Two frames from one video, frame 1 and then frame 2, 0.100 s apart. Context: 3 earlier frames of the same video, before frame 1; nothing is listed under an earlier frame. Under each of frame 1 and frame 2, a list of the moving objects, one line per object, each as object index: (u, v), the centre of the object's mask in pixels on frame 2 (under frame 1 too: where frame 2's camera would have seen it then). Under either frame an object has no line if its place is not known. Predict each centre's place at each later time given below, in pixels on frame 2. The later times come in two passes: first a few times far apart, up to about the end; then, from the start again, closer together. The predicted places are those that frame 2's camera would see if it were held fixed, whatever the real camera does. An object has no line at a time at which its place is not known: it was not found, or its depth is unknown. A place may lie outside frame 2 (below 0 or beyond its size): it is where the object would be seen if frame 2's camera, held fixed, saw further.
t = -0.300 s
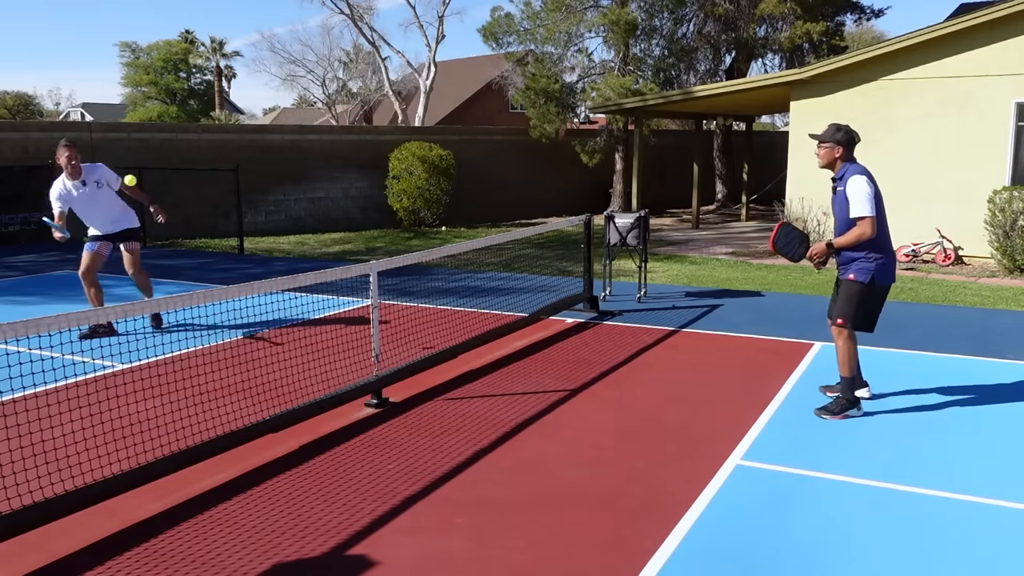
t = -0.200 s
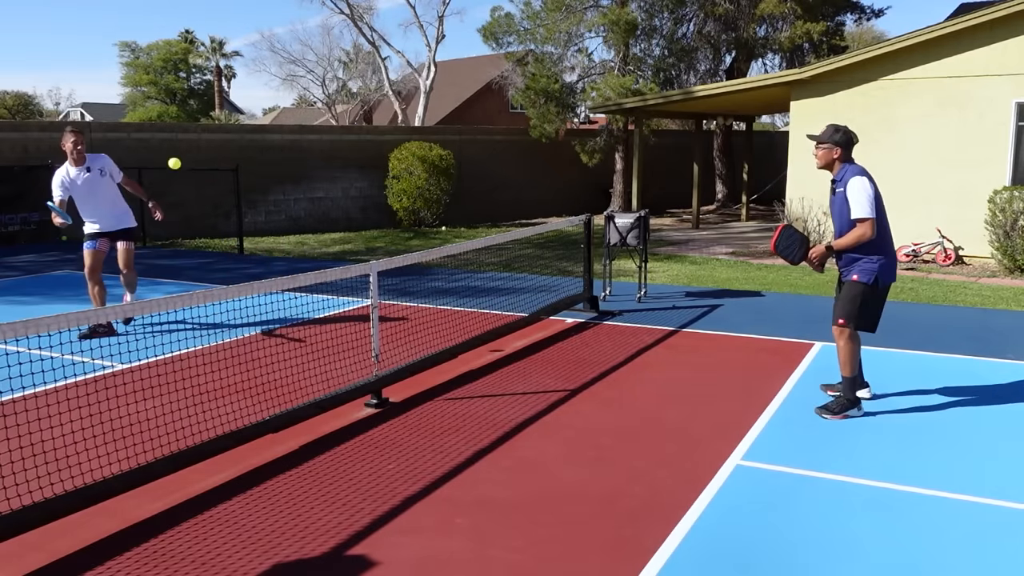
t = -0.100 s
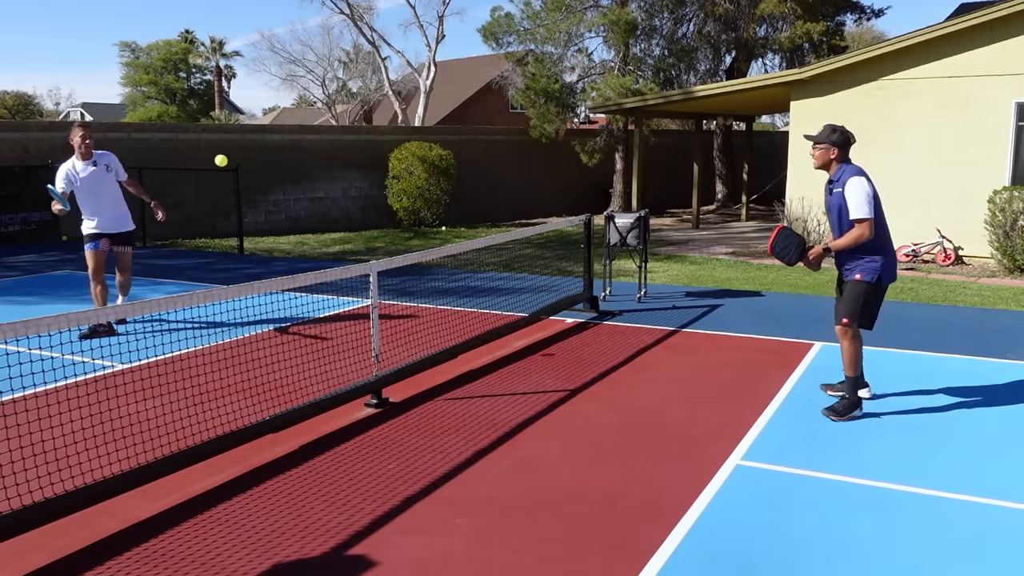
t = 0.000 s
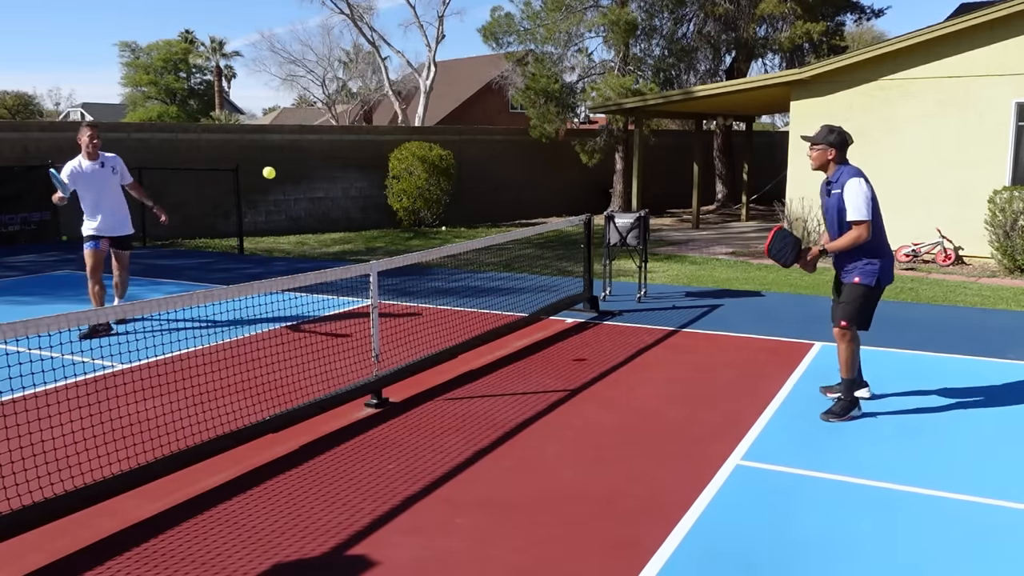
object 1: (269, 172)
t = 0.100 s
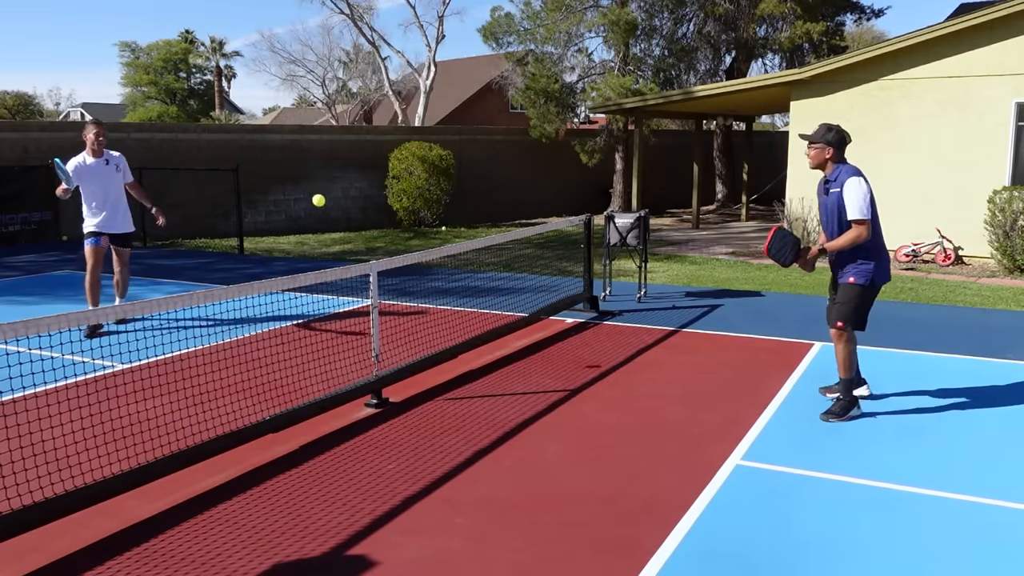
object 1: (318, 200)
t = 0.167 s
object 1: (352, 227)
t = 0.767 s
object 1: (349, 303)
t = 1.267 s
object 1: (273, 331)
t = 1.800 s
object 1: (199, 345)
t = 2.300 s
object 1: (143, 336)
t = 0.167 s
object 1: (352, 227)
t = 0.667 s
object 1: (365, 303)
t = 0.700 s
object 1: (359, 301)
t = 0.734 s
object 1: (354, 301)
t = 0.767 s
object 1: (349, 303)
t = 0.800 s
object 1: (343, 306)
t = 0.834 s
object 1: (338, 311)
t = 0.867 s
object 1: (333, 317)
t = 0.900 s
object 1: (329, 325)
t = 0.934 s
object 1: (324, 334)
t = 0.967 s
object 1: (319, 345)
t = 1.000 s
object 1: (314, 358)
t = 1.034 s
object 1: (310, 366)
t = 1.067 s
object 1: (304, 356)
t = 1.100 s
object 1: (299, 348)
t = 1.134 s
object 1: (293, 341)
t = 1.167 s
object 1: (287, 336)
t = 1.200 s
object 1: (282, 332)
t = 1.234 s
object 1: (277, 331)
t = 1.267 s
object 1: (273, 331)
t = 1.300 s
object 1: (267, 331)
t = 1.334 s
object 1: (262, 333)
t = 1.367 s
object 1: (257, 337)
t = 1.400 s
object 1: (252, 343)
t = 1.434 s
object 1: (248, 349)
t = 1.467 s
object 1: (243, 356)
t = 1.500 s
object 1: (238, 350)
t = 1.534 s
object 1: (234, 344)
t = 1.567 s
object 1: (229, 341)
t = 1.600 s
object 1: (225, 338)
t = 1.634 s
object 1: (221, 337)
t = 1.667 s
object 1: (216, 338)
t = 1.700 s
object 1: (212, 339)
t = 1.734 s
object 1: (207, 344)
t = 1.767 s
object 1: (204, 349)
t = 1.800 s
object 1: (199, 345)
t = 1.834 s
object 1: (196, 342)
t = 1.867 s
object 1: (191, 340)
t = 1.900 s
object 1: (187, 339)
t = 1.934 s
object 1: (183, 340)
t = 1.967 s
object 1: (179, 343)
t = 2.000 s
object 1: (175, 342)
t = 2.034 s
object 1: (172, 338)
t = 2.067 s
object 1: (167, 337)
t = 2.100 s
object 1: (164, 337)
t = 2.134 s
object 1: (160, 338)
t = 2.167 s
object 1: (157, 340)
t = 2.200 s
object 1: (153, 337)
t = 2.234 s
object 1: (149, 335)
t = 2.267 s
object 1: (147, 336)
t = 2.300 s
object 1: (143, 336)
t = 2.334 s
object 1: (140, 335)
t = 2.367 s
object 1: (136, 335)
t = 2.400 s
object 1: (133, 335)
